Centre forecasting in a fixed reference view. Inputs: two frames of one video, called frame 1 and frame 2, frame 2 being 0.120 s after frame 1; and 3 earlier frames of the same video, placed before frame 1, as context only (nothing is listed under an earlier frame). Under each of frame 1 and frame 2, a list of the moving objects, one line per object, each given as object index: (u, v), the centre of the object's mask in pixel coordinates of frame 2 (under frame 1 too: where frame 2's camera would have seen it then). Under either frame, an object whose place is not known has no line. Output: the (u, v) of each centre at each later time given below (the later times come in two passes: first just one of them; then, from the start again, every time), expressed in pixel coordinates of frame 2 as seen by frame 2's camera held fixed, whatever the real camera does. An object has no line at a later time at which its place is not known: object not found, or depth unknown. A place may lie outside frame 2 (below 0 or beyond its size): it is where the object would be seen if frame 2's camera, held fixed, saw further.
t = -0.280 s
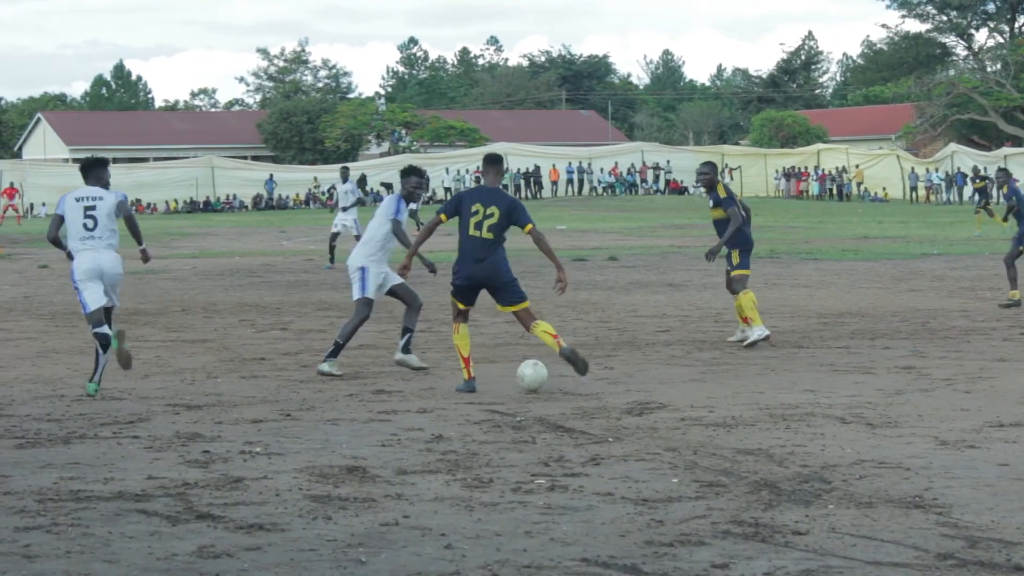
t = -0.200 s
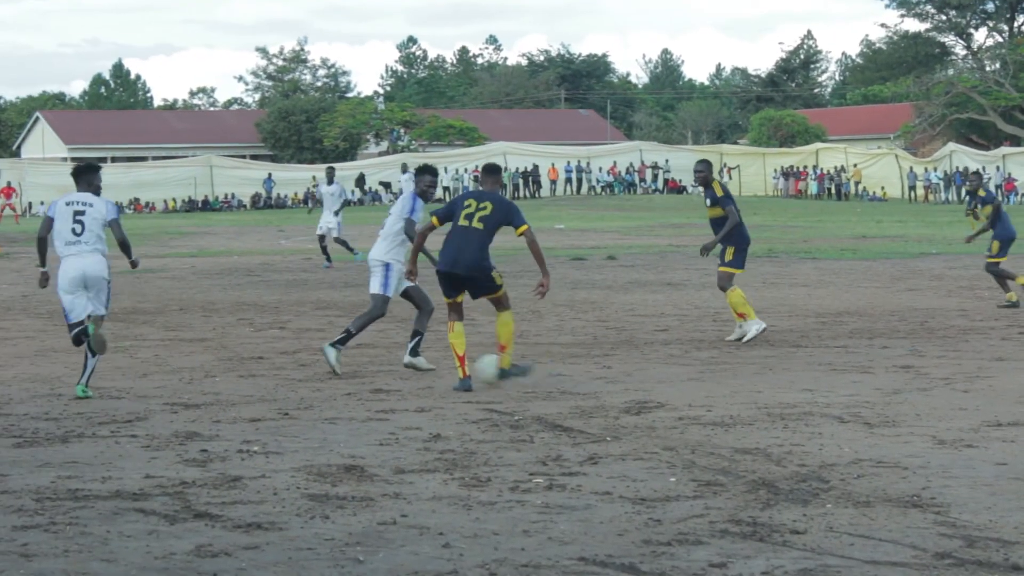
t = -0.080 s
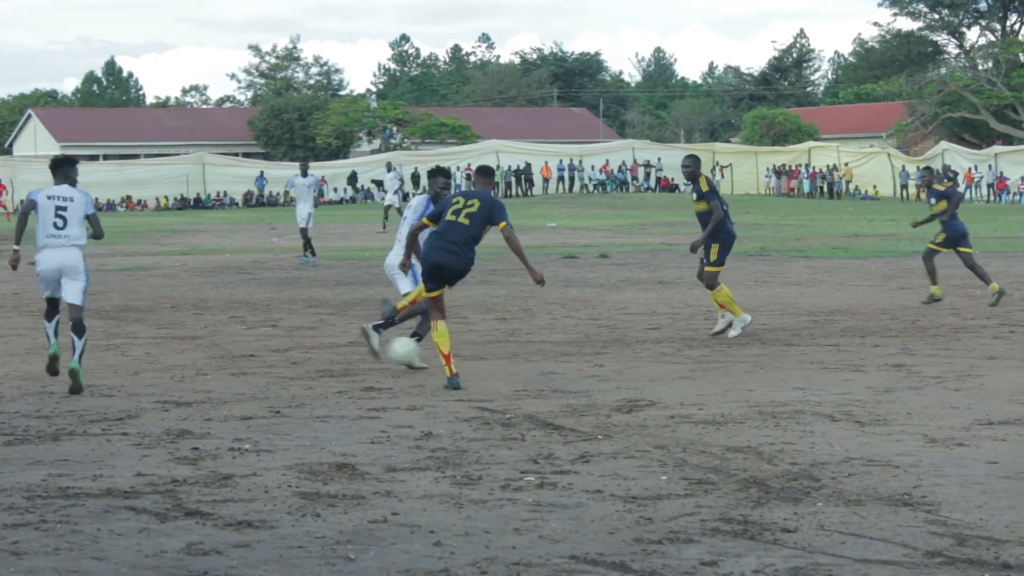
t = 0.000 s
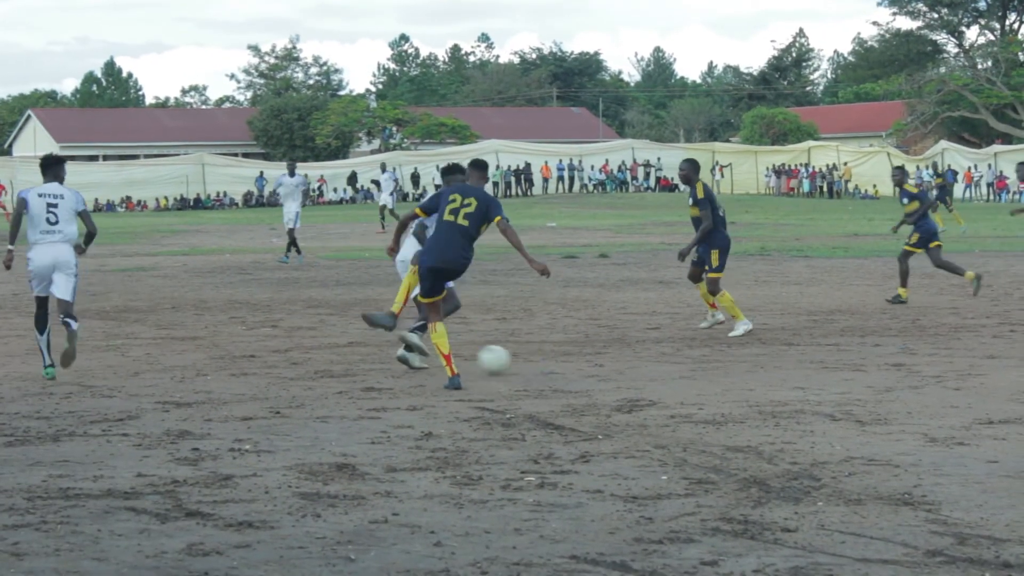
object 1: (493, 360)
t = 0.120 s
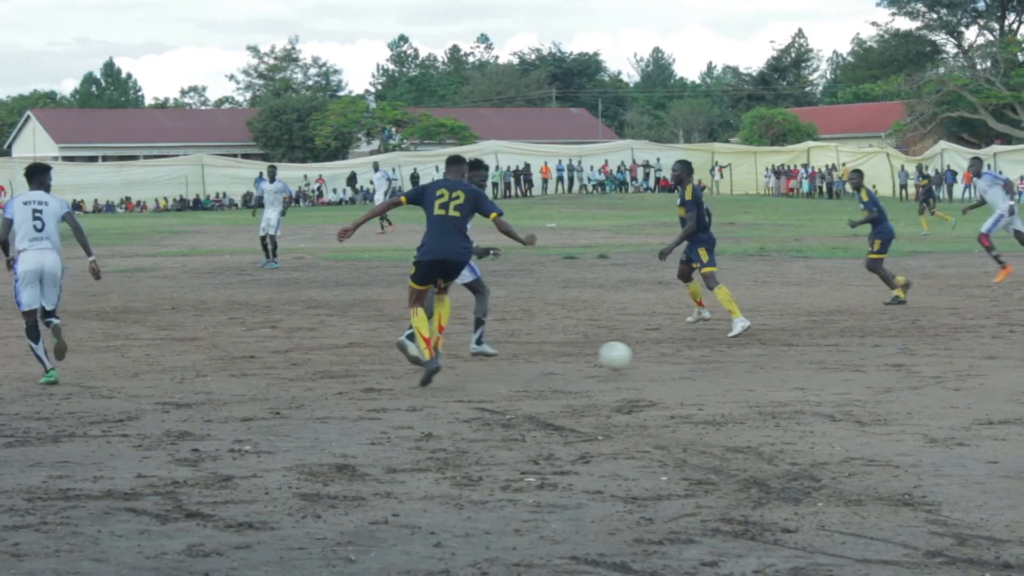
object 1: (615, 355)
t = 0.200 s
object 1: (697, 361)
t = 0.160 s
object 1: (656, 357)
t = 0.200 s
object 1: (697, 361)
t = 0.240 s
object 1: (732, 358)
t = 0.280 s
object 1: (767, 355)
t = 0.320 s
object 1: (802, 355)
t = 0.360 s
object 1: (838, 357)
